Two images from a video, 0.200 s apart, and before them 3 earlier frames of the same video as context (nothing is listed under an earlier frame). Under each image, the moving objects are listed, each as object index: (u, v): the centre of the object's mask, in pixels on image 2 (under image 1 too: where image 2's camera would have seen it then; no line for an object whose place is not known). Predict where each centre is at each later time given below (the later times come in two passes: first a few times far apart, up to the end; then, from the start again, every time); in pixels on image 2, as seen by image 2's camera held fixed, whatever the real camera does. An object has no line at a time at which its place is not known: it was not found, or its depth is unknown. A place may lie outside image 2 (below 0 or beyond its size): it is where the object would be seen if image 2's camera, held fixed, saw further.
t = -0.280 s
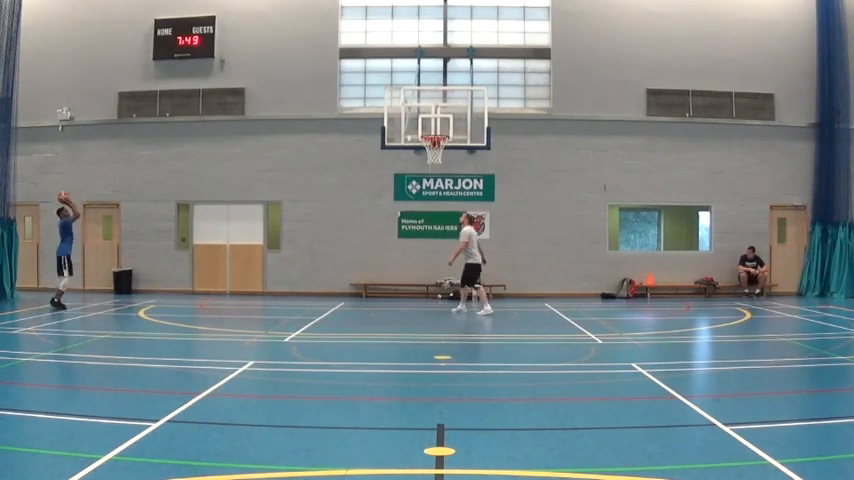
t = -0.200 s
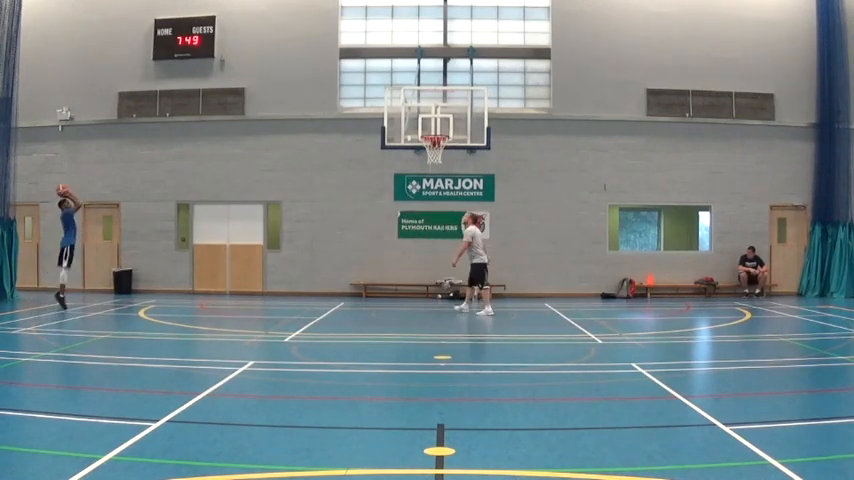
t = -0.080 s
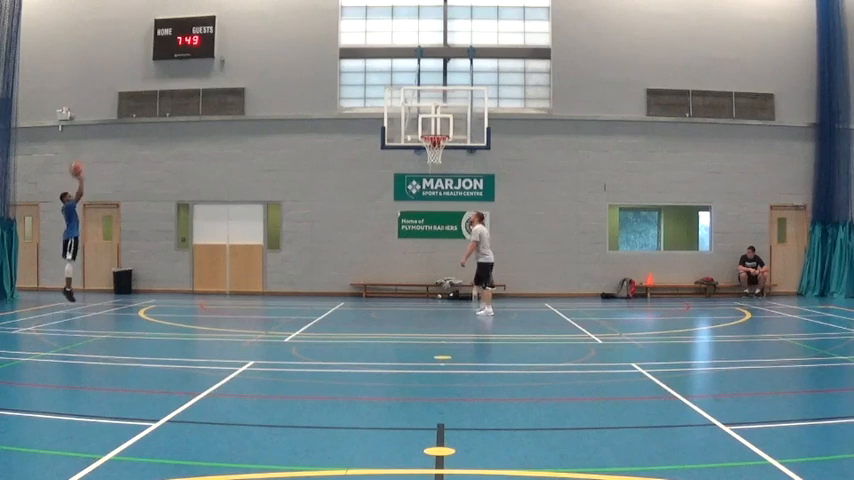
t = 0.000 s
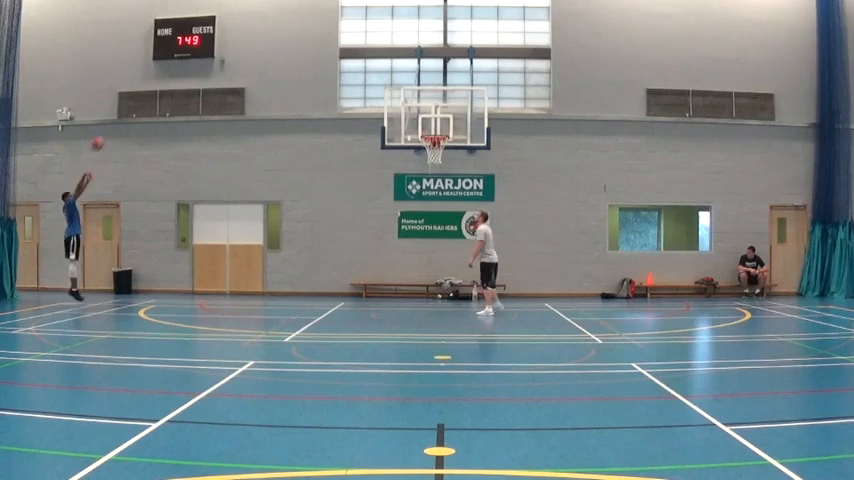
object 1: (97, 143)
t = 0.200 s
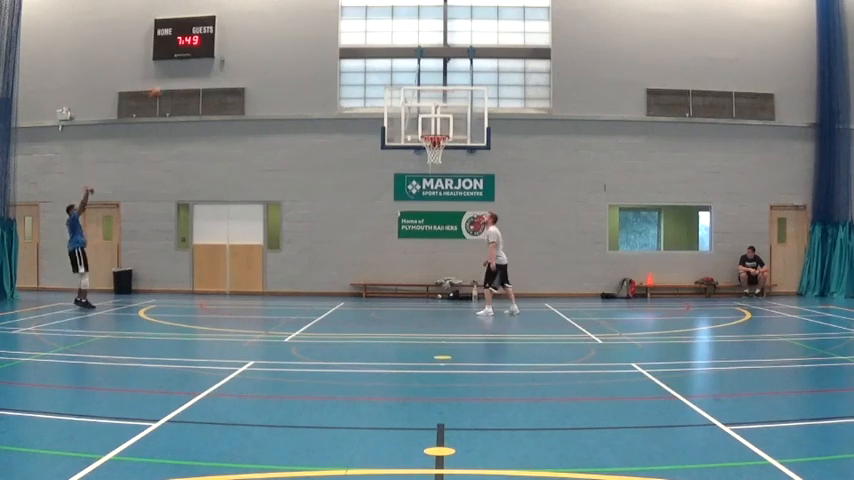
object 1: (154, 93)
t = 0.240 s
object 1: (167, 85)
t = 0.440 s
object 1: (228, 59)
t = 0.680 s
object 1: (300, 58)
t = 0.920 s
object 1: (373, 86)
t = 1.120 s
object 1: (433, 136)
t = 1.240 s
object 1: (435, 145)
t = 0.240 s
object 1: (167, 85)
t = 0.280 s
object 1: (180, 78)
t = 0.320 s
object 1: (192, 72)
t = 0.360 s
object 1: (205, 68)
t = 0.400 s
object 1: (217, 62)
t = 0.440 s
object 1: (228, 59)
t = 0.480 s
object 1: (239, 57)
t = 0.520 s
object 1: (251, 55)
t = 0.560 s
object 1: (263, 55)
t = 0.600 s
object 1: (275, 55)
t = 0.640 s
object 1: (287, 56)
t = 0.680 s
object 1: (300, 58)
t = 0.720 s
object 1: (312, 61)
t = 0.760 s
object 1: (325, 64)
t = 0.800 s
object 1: (337, 69)
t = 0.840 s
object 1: (348, 73)
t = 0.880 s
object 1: (361, 79)
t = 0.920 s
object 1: (373, 86)
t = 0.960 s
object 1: (385, 95)
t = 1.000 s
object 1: (397, 104)
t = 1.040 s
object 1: (409, 114)
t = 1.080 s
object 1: (421, 124)
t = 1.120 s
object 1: (433, 136)
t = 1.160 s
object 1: (445, 148)
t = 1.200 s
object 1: (434, 145)
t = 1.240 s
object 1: (435, 145)
